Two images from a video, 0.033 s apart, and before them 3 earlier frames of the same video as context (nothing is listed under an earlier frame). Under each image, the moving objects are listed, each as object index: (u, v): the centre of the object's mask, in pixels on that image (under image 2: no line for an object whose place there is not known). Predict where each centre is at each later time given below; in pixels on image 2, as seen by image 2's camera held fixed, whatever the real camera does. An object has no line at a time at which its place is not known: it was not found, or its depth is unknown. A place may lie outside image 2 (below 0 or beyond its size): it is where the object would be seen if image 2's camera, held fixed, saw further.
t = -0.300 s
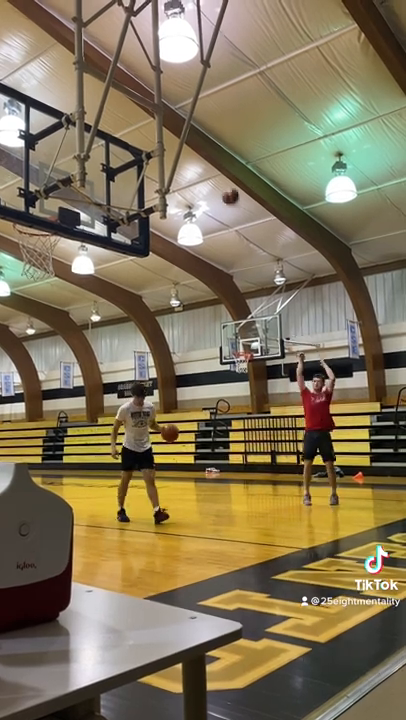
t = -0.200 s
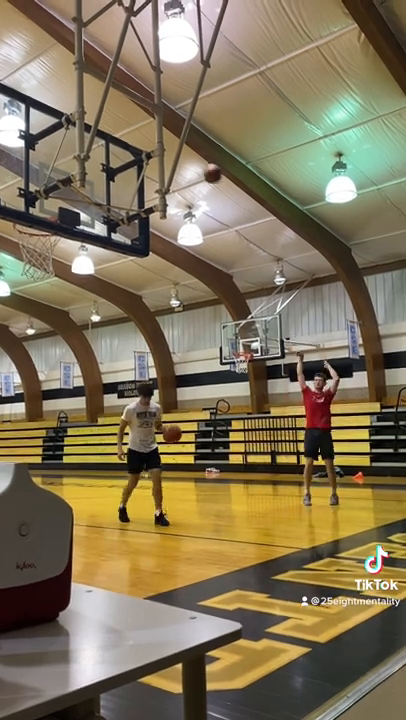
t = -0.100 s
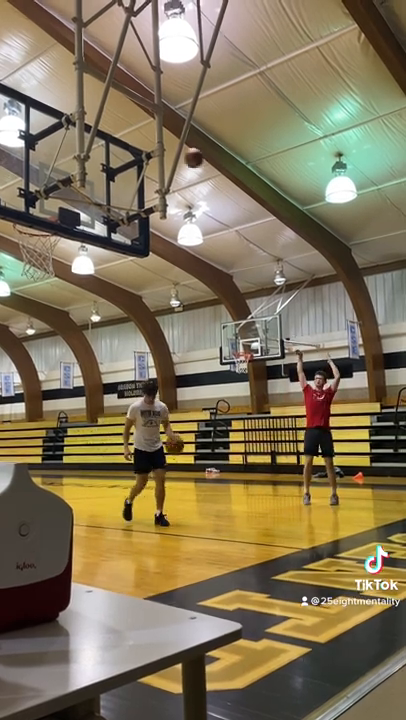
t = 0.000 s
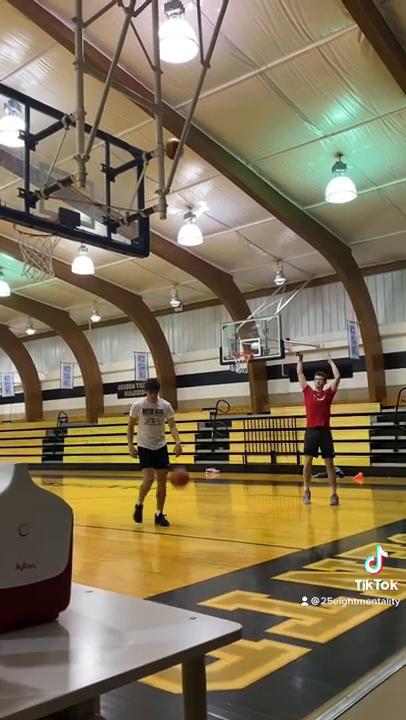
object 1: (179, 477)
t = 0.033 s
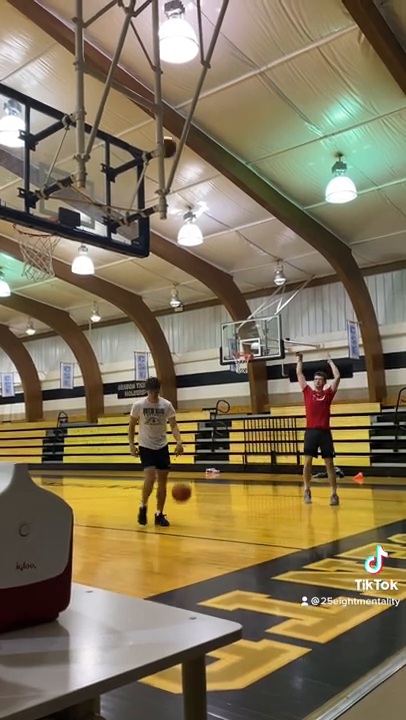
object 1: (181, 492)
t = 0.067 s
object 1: (183, 507)
